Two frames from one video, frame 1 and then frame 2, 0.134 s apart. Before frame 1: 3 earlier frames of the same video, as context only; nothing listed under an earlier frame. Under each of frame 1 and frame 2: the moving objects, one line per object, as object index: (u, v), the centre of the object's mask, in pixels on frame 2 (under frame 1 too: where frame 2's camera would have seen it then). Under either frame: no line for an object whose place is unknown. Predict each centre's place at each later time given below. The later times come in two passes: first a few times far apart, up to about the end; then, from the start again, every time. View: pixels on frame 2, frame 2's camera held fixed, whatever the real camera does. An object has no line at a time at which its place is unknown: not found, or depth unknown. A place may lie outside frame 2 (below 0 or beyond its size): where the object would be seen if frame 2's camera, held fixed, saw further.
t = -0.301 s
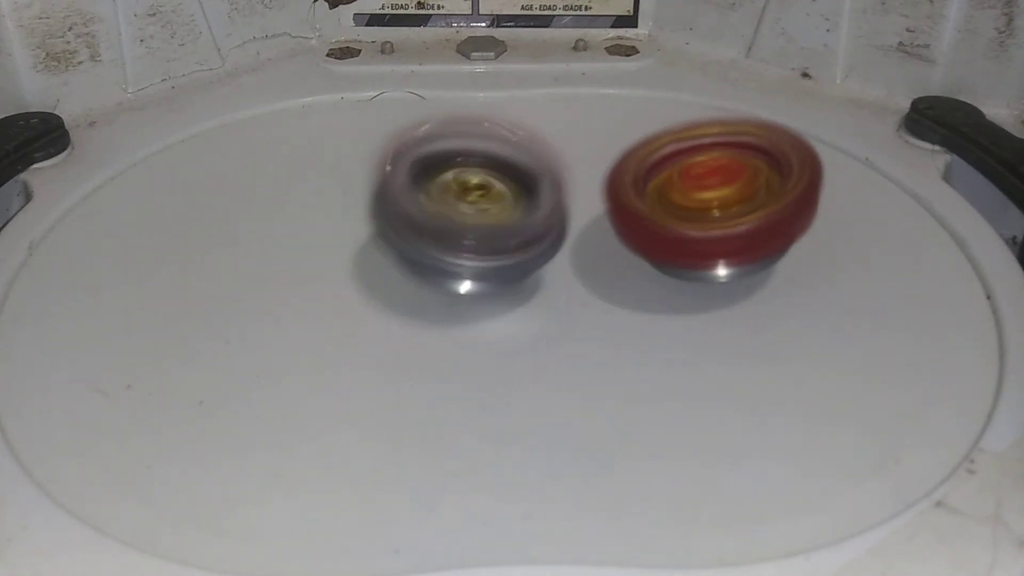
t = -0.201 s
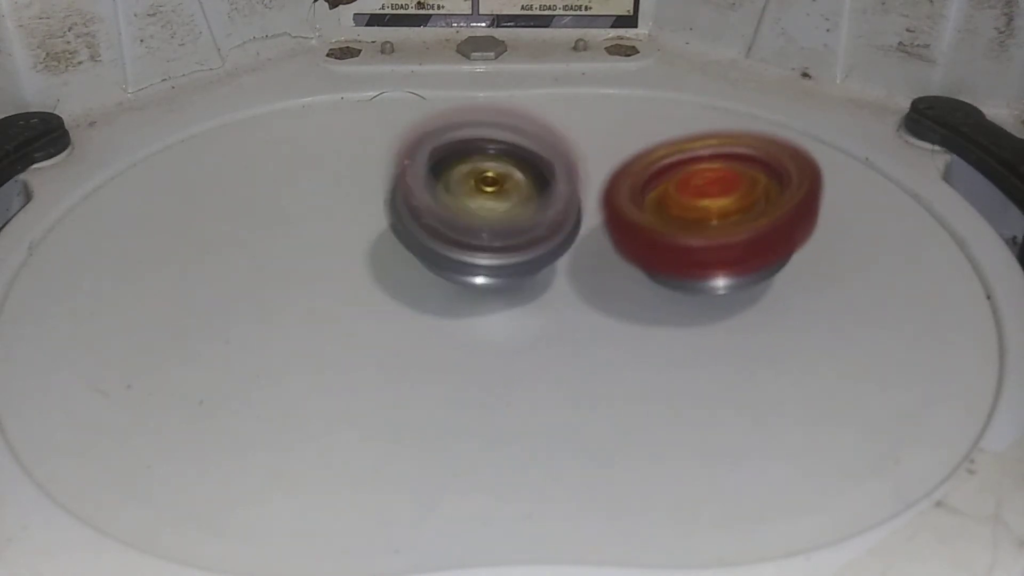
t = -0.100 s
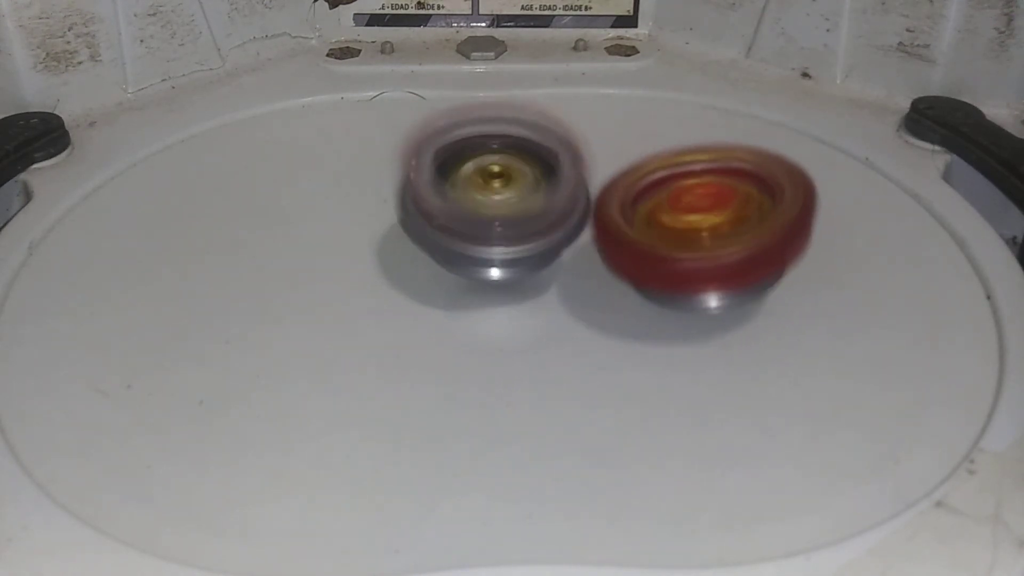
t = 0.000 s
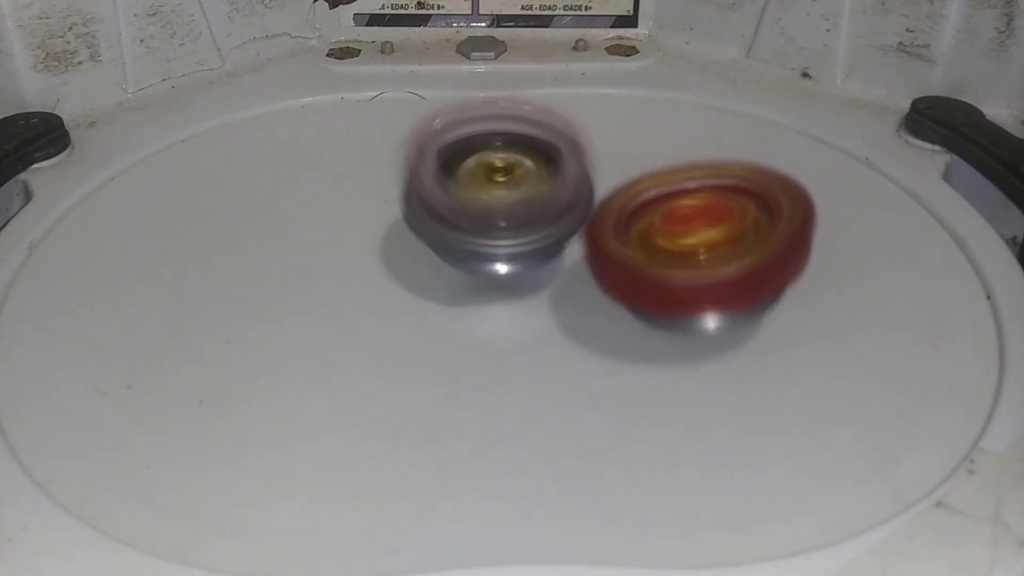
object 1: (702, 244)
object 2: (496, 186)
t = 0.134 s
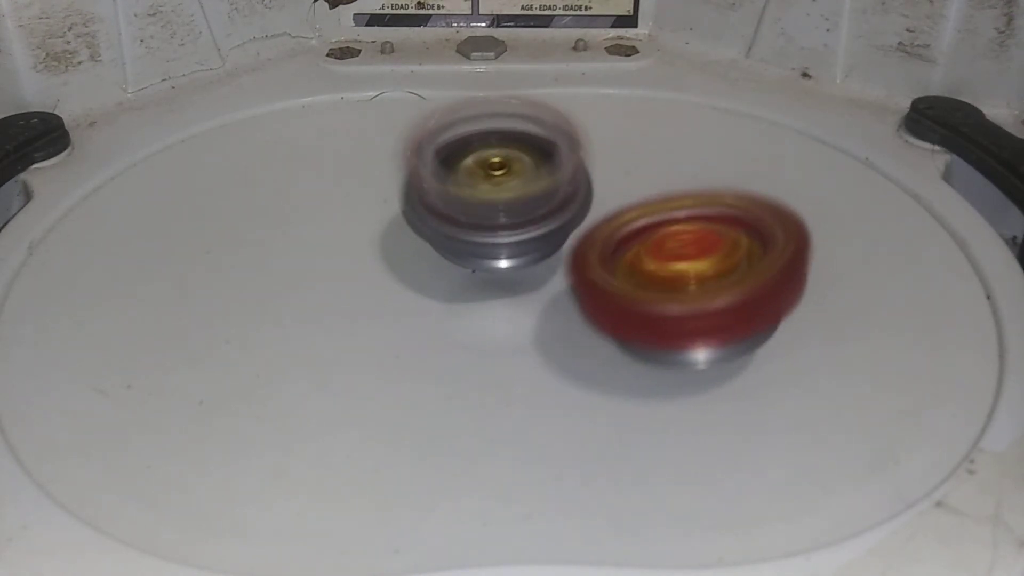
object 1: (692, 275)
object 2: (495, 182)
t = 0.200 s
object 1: (680, 289)
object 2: (497, 184)
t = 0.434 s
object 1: (618, 322)
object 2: (498, 193)
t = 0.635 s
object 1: (575, 362)
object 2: (512, 180)
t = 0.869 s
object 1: (544, 360)
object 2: (501, 181)
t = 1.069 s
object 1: (489, 323)
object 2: (498, 164)
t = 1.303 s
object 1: (438, 293)
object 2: (502, 154)
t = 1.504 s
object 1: (368, 296)
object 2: (530, 149)
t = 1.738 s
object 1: (337, 276)
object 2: (536, 164)
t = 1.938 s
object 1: (339, 256)
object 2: (545, 183)
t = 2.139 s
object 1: (328, 244)
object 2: (551, 198)
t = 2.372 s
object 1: (329, 232)
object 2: (545, 215)
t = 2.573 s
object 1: (333, 223)
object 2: (555, 226)
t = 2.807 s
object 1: (342, 206)
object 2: (586, 238)
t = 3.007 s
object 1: (386, 201)
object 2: (588, 234)
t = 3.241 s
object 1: (416, 181)
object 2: (604, 243)
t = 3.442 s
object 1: (438, 177)
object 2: (605, 243)
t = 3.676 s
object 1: (434, 150)
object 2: (643, 282)
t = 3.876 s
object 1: (405, 113)
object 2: (652, 291)
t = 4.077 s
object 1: (398, 114)
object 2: (651, 287)
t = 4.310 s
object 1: (405, 170)
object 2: (598, 225)
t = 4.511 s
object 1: (379, 230)
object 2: (612, 180)
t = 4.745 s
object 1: (340, 297)
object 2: (617, 173)
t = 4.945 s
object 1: (340, 328)
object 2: (610, 172)
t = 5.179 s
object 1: (377, 326)
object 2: (553, 185)
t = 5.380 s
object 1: (444, 306)
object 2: (489, 163)
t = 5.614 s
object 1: (512, 309)
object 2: (430, 134)
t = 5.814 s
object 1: (570, 302)
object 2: (417, 139)
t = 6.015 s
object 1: (618, 280)
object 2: (424, 173)
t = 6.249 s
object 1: (671, 257)
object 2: (386, 233)
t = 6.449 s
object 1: (694, 247)
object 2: (334, 254)
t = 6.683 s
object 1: (678, 238)
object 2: (355, 262)
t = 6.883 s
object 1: (634, 221)
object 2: (434, 257)
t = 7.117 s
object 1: (642, 181)
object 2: (431, 245)
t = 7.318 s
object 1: (637, 169)
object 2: (455, 250)
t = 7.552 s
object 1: (613, 172)
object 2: (446, 260)
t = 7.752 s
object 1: (577, 177)
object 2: (429, 254)
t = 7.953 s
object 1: (556, 175)
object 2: (411, 269)
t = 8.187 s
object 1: (570, 172)
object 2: (372, 251)
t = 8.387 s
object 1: (615, 196)
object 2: (372, 219)
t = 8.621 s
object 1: (684, 234)
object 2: (436, 217)
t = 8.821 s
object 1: (655, 283)
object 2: (489, 195)
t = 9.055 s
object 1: (531, 304)
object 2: (509, 171)
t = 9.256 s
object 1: (373, 294)
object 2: (543, 179)
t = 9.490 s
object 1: (262, 302)
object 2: (554, 223)
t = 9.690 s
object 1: (268, 280)
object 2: (511, 260)
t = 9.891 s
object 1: (359, 232)
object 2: (560, 275)
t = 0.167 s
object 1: (686, 282)
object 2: (496, 183)
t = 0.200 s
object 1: (680, 289)
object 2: (497, 184)
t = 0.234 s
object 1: (673, 295)
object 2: (498, 185)
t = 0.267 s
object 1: (666, 301)
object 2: (499, 186)
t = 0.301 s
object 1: (657, 307)
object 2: (498, 188)
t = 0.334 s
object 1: (648, 312)
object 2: (498, 189)
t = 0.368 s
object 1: (639, 316)
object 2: (498, 191)
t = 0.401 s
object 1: (629, 319)
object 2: (497, 192)
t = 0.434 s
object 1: (618, 322)
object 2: (498, 193)
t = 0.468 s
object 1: (608, 326)
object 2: (501, 192)
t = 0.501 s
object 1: (599, 329)
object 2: (506, 191)
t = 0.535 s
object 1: (593, 342)
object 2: (509, 185)
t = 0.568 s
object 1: (587, 351)
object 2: (511, 181)
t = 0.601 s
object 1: (581, 357)
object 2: (513, 180)
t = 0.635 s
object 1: (575, 362)
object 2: (512, 180)
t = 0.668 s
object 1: (570, 367)
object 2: (509, 181)
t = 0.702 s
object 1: (566, 369)
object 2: (508, 181)
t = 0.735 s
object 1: (563, 371)
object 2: (507, 181)
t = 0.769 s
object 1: (559, 370)
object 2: (505, 181)
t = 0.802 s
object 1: (555, 368)
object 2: (504, 181)
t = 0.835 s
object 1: (549, 365)
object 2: (503, 181)
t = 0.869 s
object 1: (544, 360)
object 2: (501, 181)
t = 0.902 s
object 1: (536, 353)
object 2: (500, 181)
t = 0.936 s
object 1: (530, 345)
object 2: (498, 180)
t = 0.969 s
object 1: (522, 335)
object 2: (497, 177)
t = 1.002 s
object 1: (512, 324)
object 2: (496, 174)
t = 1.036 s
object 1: (501, 321)
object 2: (495, 171)
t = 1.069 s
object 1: (489, 323)
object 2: (498, 164)
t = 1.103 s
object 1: (481, 322)
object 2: (501, 160)
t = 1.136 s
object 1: (475, 318)
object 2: (504, 159)
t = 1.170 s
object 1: (467, 314)
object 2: (503, 159)
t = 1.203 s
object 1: (461, 309)
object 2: (501, 158)
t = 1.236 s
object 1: (454, 303)
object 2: (499, 157)
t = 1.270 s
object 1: (448, 297)
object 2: (498, 155)
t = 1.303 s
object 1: (438, 293)
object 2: (502, 154)
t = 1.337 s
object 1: (422, 297)
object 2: (513, 150)
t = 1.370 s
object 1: (408, 300)
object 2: (524, 147)
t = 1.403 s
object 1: (398, 299)
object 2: (530, 146)
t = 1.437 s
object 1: (386, 300)
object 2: (531, 148)
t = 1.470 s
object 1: (378, 298)
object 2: (529, 149)
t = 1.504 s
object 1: (368, 296)
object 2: (530, 149)
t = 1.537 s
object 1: (360, 294)
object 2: (530, 151)
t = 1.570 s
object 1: (353, 293)
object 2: (531, 151)
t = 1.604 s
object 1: (347, 290)
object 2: (532, 153)
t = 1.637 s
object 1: (343, 287)
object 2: (534, 154)
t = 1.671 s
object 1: (339, 284)
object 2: (535, 158)
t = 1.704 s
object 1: (338, 281)
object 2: (536, 161)
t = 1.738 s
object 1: (337, 276)
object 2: (536, 164)
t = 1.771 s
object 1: (338, 273)
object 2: (536, 167)
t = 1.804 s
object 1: (340, 269)
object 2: (536, 171)
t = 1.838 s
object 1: (343, 265)
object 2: (535, 175)
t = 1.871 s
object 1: (347, 260)
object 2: (535, 178)
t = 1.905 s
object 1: (347, 256)
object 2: (536, 181)
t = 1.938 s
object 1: (339, 256)
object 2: (545, 183)
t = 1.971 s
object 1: (338, 254)
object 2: (546, 187)
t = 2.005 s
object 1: (338, 252)
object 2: (543, 191)
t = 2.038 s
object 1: (339, 250)
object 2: (542, 193)
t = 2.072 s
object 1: (340, 248)
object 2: (541, 195)
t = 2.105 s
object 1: (330, 245)
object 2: (547, 196)
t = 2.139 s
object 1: (328, 244)
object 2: (551, 198)
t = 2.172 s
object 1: (324, 242)
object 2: (547, 202)
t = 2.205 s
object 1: (323, 241)
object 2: (545, 204)
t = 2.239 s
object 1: (323, 239)
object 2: (545, 204)
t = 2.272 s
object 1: (323, 237)
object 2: (542, 207)
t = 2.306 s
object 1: (326, 236)
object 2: (540, 209)
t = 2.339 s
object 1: (326, 234)
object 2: (544, 212)
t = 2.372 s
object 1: (329, 232)
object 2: (545, 215)
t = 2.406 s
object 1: (325, 230)
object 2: (552, 219)
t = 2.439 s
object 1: (325, 229)
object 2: (556, 223)
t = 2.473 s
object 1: (325, 227)
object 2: (554, 223)
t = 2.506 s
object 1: (326, 226)
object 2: (554, 224)
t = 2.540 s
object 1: (329, 225)
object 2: (555, 226)
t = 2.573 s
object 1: (333, 223)
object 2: (555, 226)
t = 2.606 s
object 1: (338, 222)
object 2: (554, 227)
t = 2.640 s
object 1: (339, 218)
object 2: (562, 231)
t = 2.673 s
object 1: (335, 214)
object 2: (579, 234)
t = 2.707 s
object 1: (336, 212)
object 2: (588, 239)
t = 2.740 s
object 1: (336, 210)
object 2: (587, 241)
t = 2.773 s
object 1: (339, 207)
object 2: (585, 238)
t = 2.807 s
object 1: (342, 206)
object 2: (586, 238)
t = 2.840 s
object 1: (347, 205)
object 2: (588, 238)
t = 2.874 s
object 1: (352, 203)
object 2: (588, 236)
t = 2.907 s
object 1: (359, 202)
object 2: (588, 236)
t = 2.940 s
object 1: (367, 202)
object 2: (588, 237)
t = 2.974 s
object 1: (376, 201)
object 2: (588, 235)
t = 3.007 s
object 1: (386, 201)
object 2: (588, 234)
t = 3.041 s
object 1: (397, 201)
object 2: (592, 236)
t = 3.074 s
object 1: (404, 199)
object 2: (596, 236)
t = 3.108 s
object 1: (409, 194)
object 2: (602, 242)
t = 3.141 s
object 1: (411, 191)
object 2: (605, 245)
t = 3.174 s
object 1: (411, 187)
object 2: (600, 245)
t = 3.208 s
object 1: (414, 184)
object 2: (601, 245)
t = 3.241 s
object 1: (416, 181)
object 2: (604, 243)
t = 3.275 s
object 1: (419, 179)
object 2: (605, 243)
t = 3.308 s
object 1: (423, 178)
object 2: (605, 245)
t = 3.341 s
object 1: (425, 177)
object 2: (604, 243)
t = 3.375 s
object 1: (429, 177)
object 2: (605, 244)
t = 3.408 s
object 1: (434, 177)
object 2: (606, 243)
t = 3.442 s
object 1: (438, 177)
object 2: (605, 243)
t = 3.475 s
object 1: (441, 178)
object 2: (605, 244)
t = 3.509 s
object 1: (445, 176)
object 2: (609, 245)
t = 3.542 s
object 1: (447, 177)
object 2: (607, 248)
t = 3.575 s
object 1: (447, 178)
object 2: (603, 248)
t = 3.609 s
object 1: (450, 178)
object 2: (604, 247)
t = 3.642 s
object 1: (446, 161)
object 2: (626, 266)
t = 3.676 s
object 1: (434, 150)
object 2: (643, 282)
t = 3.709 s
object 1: (428, 142)
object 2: (645, 291)
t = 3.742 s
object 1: (421, 135)
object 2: (644, 294)
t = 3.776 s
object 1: (416, 127)
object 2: (644, 294)
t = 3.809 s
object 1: (412, 122)
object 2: (647, 293)
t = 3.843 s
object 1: (408, 117)
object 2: (650, 293)
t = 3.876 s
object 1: (405, 113)
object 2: (652, 291)
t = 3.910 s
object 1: (404, 111)
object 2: (651, 293)
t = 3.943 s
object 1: (401, 110)
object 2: (651, 291)
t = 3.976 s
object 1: (400, 110)
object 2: (652, 291)
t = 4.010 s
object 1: (399, 110)
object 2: (653, 290)
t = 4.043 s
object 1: (398, 112)
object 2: (652, 289)
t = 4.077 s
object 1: (398, 114)
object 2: (651, 287)
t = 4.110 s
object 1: (398, 119)
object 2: (646, 282)
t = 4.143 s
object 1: (399, 124)
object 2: (642, 276)
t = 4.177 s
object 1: (399, 131)
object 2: (633, 267)
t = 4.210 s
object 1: (401, 139)
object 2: (623, 258)
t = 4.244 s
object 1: (402, 148)
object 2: (614, 247)
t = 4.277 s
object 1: (404, 158)
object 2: (606, 237)
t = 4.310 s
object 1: (405, 170)
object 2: (598, 225)
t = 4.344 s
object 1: (406, 181)
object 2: (594, 216)
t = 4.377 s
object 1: (402, 191)
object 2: (594, 206)
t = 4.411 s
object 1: (398, 201)
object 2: (600, 198)
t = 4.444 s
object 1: (391, 211)
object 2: (604, 189)
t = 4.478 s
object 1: (384, 221)
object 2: (608, 185)
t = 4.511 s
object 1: (379, 230)
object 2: (612, 180)
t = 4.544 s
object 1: (372, 242)
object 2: (616, 177)
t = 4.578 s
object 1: (366, 251)
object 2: (620, 175)
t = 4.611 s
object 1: (362, 262)
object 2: (623, 175)
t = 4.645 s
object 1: (355, 271)
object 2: (622, 174)
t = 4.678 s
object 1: (350, 280)
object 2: (623, 174)
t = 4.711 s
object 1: (345, 289)
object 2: (619, 174)
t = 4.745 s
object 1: (340, 297)
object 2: (617, 173)
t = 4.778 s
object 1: (338, 305)
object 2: (616, 172)
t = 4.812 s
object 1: (336, 311)
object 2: (616, 172)
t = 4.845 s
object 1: (335, 317)
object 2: (614, 172)
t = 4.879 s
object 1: (335, 322)
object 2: (612, 172)
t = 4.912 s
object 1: (336, 325)
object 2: (611, 172)
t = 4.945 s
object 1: (340, 328)
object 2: (610, 172)
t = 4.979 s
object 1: (341, 330)
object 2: (609, 173)
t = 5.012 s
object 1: (345, 331)
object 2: (605, 175)
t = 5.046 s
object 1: (351, 331)
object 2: (600, 176)
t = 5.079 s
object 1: (355, 331)
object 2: (590, 178)
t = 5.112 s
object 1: (362, 329)
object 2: (581, 180)
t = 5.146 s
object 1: (370, 329)
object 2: (566, 183)
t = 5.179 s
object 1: (377, 326)
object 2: (553, 185)
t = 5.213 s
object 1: (386, 324)
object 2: (538, 187)
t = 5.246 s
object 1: (398, 321)
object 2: (525, 189)
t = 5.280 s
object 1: (408, 317)
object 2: (518, 185)
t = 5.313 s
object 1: (422, 313)
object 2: (515, 180)
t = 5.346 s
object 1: (436, 310)
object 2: (504, 169)
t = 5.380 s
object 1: (444, 306)
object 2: (489, 163)
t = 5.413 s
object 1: (453, 307)
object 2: (473, 155)
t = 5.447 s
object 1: (461, 307)
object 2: (461, 150)
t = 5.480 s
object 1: (474, 307)
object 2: (450, 146)
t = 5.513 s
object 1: (483, 309)
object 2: (442, 141)
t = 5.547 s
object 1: (492, 308)
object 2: (435, 138)
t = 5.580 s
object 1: (503, 309)
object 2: (433, 137)
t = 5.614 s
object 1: (512, 309)
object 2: (430, 134)
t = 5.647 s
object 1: (521, 308)
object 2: (432, 133)
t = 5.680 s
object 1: (532, 308)
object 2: (433, 135)
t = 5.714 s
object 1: (542, 308)
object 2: (431, 138)
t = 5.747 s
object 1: (550, 305)
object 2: (426, 139)
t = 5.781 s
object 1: (562, 305)
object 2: (421, 139)
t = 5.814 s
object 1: (570, 302)
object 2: (417, 139)
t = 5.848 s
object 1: (580, 299)
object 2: (415, 139)
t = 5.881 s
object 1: (589, 296)
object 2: (414, 141)
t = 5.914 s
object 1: (597, 293)
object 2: (416, 146)
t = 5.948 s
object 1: (605, 289)
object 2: (419, 153)
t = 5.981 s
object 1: (612, 285)
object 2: (424, 162)
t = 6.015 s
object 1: (618, 280)
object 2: (424, 173)
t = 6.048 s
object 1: (625, 276)
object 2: (427, 184)
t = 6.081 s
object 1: (630, 272)
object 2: (427, 198)
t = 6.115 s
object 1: (635, 267)
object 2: (426, 208)
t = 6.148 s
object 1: (647, 267)
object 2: (413, 214)
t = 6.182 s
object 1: (652, 261)
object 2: (407, 217)
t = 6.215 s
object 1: (663, 259)
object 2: (401, 224)
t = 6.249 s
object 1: (671, 257)
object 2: (386, 233)
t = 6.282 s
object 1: (676, 254)
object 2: (375, 238)
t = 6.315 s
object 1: (682, 252)
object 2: (364, 245)
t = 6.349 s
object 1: (687, 251)
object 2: (355, 249)
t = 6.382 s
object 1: (687, 250)
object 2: (345, 251)
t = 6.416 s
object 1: (690, 247)
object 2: (341, 251)
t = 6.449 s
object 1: (694, 247)
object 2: (334, 254)
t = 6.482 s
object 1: (692, 246)
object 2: (334, 252)
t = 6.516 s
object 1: (691, 243)
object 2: (341, 250)
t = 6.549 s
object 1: (691, 242)
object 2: (348, 251)
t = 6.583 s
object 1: (690, 242)
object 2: (352, 254)
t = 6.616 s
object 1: (683, 240)
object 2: (353, 258)
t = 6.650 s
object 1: (681, 238)
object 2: (354, 261)
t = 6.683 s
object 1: (678, 238)
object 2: (355, 262)
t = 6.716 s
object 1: (670, 235)
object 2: (360, 260)
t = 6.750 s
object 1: (666, 233)
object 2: (370, 258)
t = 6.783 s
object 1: (659, 231)
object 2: (383, 255)
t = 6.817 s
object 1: (650, 228)
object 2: (398, 259)
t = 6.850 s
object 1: (642, 225)
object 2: (417, 250)
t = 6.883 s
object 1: (634, 221)
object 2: (434, 257)
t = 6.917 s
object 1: (637, 215)
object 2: (431, 256)
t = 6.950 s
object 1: (639, 209)
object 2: (427, 251)
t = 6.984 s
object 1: (639, 201)
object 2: (426, 250)
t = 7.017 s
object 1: (641, 195)
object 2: (426, 250)
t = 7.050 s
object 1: (644, 191)
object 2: (426, 247)
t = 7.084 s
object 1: (642, 185)
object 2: (427, 247)
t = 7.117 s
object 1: (642, 181)
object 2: (431, 245)
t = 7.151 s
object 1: (646, 180)
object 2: (434, 244)
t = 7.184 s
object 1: (642, 175)
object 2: (441, 244)
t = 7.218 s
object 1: (643, 172)
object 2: (447, 245)
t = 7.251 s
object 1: (642, 171)
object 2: (450, 247)
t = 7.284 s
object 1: (640, 170)
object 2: (454, 250)
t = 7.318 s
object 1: (637, 169)
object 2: (455, 250)
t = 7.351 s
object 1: (636, 168)
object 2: (455, 252)
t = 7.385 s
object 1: (635, 169)
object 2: (458, 254)
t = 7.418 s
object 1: (629, 169)
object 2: (458, 257)
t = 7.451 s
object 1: (626, 169)
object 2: (459, 260)
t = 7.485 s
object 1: (622, 171)
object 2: (455, 262)
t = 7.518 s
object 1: (616, 171)
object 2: (450, 262)
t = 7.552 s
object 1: (613, 172)
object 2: (446, 260)
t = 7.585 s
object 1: (606, 173)
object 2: (442, 258)
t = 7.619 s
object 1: (599, 174)
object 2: (440, 255)
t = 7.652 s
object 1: (590, 176)
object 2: (440, 255)
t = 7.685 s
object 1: (587, 176)
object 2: (443, 252)
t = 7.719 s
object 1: (586, 176)
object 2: (442, 251)
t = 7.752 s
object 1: (577, 177)
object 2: (429, 254)
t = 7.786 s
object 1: (572, 176)
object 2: (428, 256)
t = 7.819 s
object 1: (564, 175)
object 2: (428, 259)
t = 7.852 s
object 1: (560, 173)
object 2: (425, 259)
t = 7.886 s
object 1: (562, 175)
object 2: (427, 256)
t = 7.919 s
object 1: (557, 173)
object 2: (420, 257)
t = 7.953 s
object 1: (556, 175)
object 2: (411, 269)
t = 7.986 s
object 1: (553, 174)
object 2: (394, 266)
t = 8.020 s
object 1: (553, 169)
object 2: (383, 261)
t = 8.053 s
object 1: (560, 168)
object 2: (381, 268)
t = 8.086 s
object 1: (563, 170)
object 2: (370, 263)
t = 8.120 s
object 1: (561, 170)
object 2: (368, 250)
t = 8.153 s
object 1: (565, 171)
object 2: (377, 255)
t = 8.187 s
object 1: (570, 172)
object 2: (372, 251)
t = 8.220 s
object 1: (571, 175)
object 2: (375, 238)
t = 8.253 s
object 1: (569, 180)
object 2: (384, 247)
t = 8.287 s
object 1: (573, 183)
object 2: (391, 239)
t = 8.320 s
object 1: (579, 187)
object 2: (396, 230)
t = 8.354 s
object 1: (600, 191)
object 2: (386, 238)
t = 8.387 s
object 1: (615, 196)
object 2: (372, 219)
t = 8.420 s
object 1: (632, 199)
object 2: (374, 209)
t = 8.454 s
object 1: (645, 202)
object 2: (394, 203)
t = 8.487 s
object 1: (657, 206)
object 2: (407, 215)
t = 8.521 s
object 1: (665, 213)
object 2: (424, 214)
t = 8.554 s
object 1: (674, 218)
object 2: (427, 230)
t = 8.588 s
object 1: (682, 224)
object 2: (434, 231)
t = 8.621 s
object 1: (684, 234)
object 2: (436, 217)
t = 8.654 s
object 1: (684, 240)
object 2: (452, 222)
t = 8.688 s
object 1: (686, 249)
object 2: (463, 222)
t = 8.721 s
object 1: (680, 256)
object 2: (469, 207)
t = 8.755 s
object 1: (674, 263)
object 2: (480, 203)
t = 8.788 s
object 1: (669, 271)
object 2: (490, 201)
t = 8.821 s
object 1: (655, 283)
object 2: (489, 195)
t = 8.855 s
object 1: (643, 291)
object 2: (497, 182)
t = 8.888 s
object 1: (629, 298)
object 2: (515, 186)
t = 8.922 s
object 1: (611, 305)
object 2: (509, 183)
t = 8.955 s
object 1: (592, 308)
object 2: (514, 171)
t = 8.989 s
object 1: (569, 308)
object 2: (513, 167)
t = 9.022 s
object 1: (548, 307)
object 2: (515, 171)
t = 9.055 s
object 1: (531, 304)
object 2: (509, 171)
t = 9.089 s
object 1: (507, 299)
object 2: (514, 159)
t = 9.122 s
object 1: (483, 298)
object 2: (518, 160)
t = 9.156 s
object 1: (455, 295)
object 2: (525, 172)
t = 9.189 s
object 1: (428, 295)
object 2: (533, 172)
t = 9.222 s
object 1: (401, 293)
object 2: (533, 173)
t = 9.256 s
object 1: (373, 294)
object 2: (543, 179)
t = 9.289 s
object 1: (347, 294)
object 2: (549, 186)
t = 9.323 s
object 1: (325, 297)
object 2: (547, 183)
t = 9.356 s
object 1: (304, 300)
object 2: (551, 186)
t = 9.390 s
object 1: (291, 302)
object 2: (567, 197)
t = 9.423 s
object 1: (276, 304)
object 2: (563, 214)
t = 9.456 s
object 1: (267, 304)
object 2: (550, 217)
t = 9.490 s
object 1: (262, 302)
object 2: (554, 223)
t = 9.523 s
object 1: (260, 298)
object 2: (554, 231)
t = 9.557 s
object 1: (265, 298)
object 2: (544, 244)
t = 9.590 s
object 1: (267, 295)
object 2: (522, 248)
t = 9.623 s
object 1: (269, 290)
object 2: (516, 253)
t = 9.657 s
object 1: (273, 287)
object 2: (505, 259)
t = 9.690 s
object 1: (268, 280)
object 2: (511, 260)
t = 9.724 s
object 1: (275, 273)
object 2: (517, 266)
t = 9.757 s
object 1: (290, 272)
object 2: (522, 263)
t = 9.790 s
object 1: (306, 268)
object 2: (524, 265)
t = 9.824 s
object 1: (325, 259)
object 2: (533, 264)
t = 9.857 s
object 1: (343, 245)
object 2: (549, 266)
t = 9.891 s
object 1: (359, 232)
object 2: (560, 275)
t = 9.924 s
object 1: (370, 217)
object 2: (564, 269)
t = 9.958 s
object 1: (377, 201)
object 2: (560, 263)
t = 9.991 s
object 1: (379, 193)
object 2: (563, 257)
